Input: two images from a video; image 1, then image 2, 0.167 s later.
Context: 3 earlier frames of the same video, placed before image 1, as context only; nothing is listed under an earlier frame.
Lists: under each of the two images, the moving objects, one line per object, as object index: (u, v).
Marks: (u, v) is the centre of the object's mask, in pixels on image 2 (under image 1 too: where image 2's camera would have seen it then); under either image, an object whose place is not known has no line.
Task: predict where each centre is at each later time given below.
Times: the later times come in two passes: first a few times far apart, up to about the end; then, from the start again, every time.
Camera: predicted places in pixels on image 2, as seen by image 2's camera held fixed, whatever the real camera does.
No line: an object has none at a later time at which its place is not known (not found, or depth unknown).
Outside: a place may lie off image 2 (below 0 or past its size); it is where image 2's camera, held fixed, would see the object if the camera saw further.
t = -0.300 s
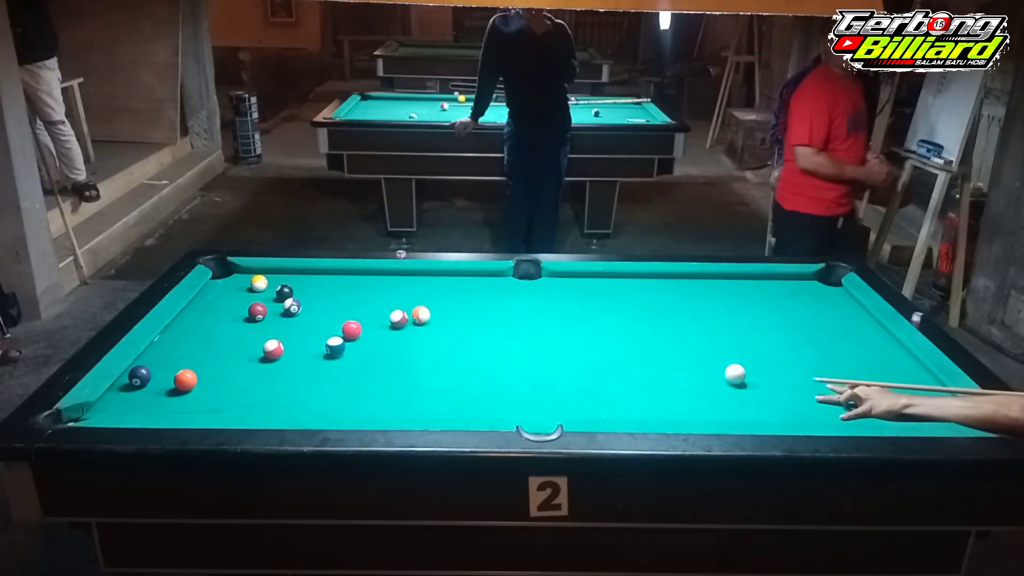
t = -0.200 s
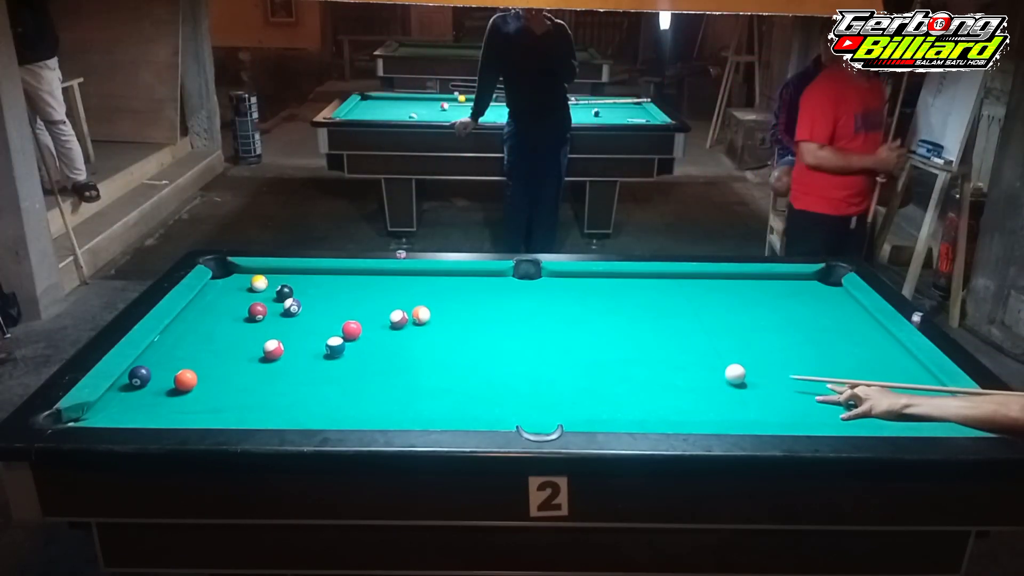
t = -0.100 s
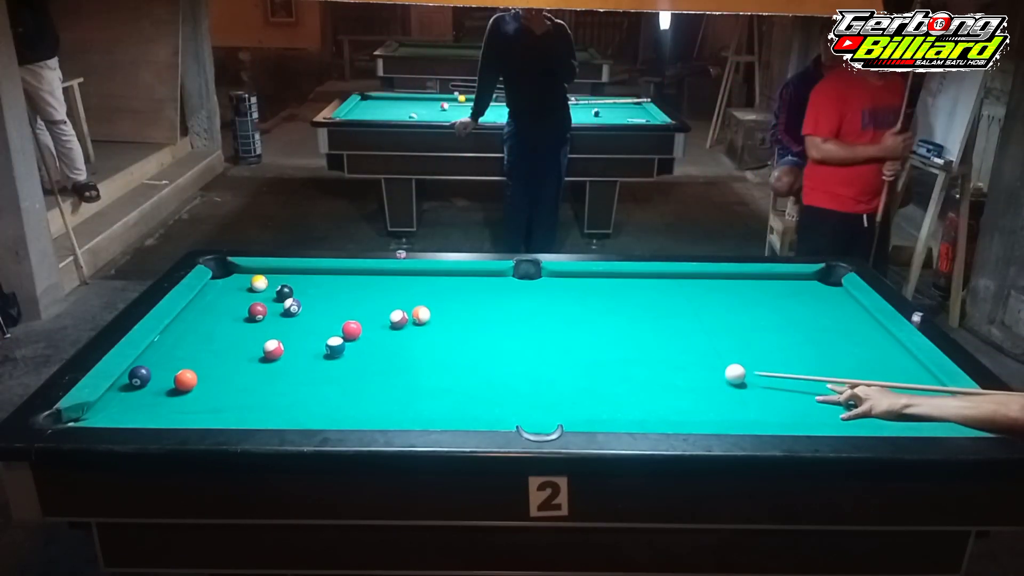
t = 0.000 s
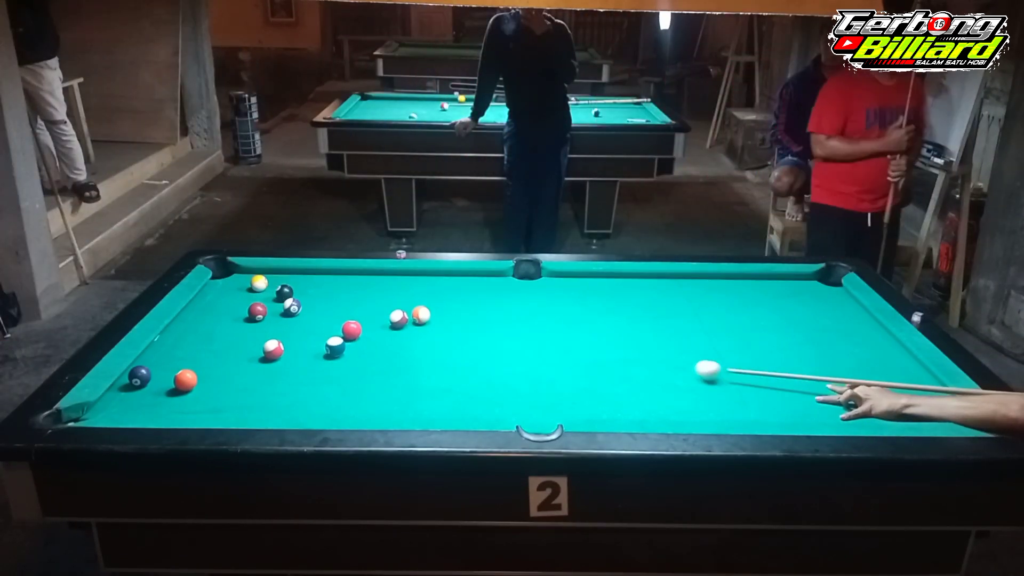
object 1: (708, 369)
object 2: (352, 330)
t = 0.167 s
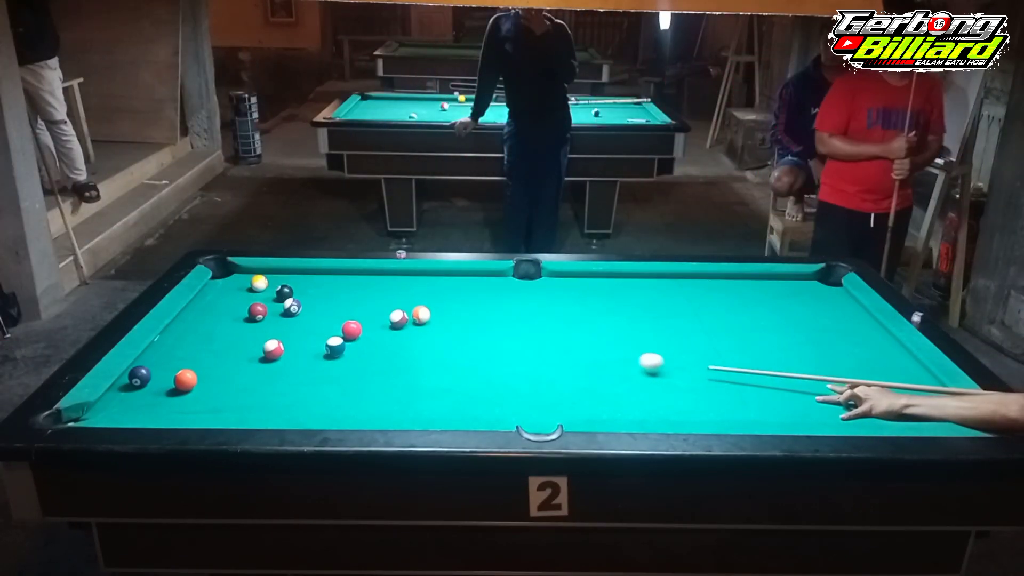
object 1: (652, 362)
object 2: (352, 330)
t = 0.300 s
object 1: (609, 356)
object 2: (352, 330)
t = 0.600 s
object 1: (521, 345)
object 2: (352, 330)
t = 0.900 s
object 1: (440, 335)
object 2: (352, 330)
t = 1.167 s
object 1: (373, 326)
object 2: (352, 330)
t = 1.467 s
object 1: (345, 312)
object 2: (319, 335)
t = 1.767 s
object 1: (322, 299)
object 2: (288, 339)
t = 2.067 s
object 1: (302, 288)
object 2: (267, 338)
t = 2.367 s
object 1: (285, 278)
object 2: (252, 340)
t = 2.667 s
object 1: (269, 272)
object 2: (241, 339)
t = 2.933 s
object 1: (253, 273)
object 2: (233, 339)
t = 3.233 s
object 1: (241, 279)
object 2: (229, 340)
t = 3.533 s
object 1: (230, 282)
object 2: (228, 340)
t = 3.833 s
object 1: (223, 284)
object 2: (228, 340)
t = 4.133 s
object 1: (219, 285)
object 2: (228, 340)
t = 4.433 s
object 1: (218, 285)
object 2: (228, 340)
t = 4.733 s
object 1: (217, 286)
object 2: (228, 340)
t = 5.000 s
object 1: (218, 286)
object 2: (228, 340)
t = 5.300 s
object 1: (217, 286)
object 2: (228, 340)
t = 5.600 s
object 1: (217, 286)
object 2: (228, 340)
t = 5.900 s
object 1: (217, 286)
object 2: (228, 340)
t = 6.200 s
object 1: (217, 286)
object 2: (228, 340)
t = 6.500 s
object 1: (217, 286)
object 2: (229, 340)
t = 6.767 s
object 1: (217, 285)
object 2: (229, 339)
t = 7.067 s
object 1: (218, 286)
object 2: (228, 340)
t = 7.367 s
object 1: (218, 286)
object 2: (228, 340)
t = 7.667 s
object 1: (217, 286)
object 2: (228, 340)
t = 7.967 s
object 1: (217, 286)
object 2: (228, 340)
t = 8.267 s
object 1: (217, 286)
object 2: (229, 340)
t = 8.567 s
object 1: (218, 286)
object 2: (228, 340)
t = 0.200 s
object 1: (641, 361)
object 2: (352, 330)
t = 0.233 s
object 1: (630, 359)
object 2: (352, 330)
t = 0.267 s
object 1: (619, 358)
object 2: (352, 330)
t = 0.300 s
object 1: (609, 356)
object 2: (352, 330)
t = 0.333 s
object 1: (599, 355)
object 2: (352, 330)
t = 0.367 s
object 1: (588, 354)
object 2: (352, 330)
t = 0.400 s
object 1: (578, 352)
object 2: (352, 330)
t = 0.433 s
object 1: (568, 351)
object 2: (352, 330)
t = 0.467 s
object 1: (559, 350)
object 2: (352, 330)
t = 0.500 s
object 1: (549, 349)
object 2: (352, 330)
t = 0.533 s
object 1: (540, 348)
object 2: (352, 330)
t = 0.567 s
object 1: (530, 346)
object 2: (352, 330)
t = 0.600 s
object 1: (521, 345)
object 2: (352, 330)
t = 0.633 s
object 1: (511, 344)
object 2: (352, 330)
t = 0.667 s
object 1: (502, 343)
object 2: (352, 330)
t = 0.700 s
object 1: (493, 341)
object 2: (352, 330)
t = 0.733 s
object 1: (484, 340)
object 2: (352, 330)
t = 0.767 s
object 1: (475, 339)
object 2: (352, 330)
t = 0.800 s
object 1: (466, 338)
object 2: (352, 330)
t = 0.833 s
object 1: (457, 337)
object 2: (352, 330)
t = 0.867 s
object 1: (449, 336)
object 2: (352, 330)
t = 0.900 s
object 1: (440, 335)
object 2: (352, 330)
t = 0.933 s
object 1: (432, 334)
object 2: (352, 330)
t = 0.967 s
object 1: (423, 333)
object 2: (352, 330)
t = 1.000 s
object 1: (414, 331)
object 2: (352, 330)
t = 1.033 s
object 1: (406, 330)
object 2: (352, 330)
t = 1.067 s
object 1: (398, 329)
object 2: (352, 330)
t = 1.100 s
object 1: (389, 328)
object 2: (352, 330)
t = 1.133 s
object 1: (381, 327)
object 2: (352, 330)
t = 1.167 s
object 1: (373, 326)
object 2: (352, 330)
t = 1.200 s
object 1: (368, 325)
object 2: (350, 330)
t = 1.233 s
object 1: (365, 324)
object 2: (346, 330)
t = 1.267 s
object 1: (362, 322)
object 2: (342, 330)
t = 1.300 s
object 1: (359, 320)
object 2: (338, 330)
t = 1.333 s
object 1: (357, 318)
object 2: (334, 330)
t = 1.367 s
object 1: (354, 317)
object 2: (330, 331)
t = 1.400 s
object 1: (351, 315)
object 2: (325, 333)
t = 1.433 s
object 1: (348, 314)
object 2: (322, 334)
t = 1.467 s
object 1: (345, 312)
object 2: (319, 335)
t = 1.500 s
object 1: (342, 311)
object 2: (315, 336)
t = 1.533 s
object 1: (340, 309)
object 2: (312, 336)
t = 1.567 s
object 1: (337, 308)
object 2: (308, 337)
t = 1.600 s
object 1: (334, 306)
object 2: (304, 337)
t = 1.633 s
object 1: (332, 305)
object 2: (301, 338)
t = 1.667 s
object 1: (329, 303)
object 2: (297, 339)
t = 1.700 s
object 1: (327, 302)
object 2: (294, 339)
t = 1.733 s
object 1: (324, 301)
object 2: (291, 340)
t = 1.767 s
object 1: (322, 299)
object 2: (288, 339)
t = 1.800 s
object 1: (320, 298)
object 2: (286, 339)
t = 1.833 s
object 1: (317, 296)
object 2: (283, 339)
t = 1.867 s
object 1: (315, 295)
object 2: (281, 338)
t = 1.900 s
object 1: (313, 294)
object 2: (279, 338)
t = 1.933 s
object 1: (311, 293)
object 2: (276, 338)
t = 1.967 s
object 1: (309, 291)
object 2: (274, 338)
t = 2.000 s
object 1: (306, 290)
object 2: (272, 338)
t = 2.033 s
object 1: (305, 289)
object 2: (269, 338)
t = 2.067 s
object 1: (302, 288)
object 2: (267, 338)
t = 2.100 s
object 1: (300, 286)
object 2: (265, 338)
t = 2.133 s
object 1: (298, 285)
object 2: (263, 338)
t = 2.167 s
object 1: (297, 284)
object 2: (261, 338)
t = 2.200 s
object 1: (295, 282)
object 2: (260, 339)
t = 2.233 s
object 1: (293, 281)
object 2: (258, 339)
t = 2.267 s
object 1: (291, 280)
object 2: (256, 339)
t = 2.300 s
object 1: (289, 279)
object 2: (255, 339)
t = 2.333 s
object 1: (287, 278)
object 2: (253, 339)
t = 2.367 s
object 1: (285, 278)
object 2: (252, 340)
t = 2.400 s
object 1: (283, 277)
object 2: (251, 339)
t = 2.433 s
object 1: (281, 276)
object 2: (249, 340)
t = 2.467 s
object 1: (280, 275)
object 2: (248, 340)
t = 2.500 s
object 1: (278, 274)
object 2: (247, 340)
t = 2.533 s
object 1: (276, 273)
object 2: (245, 339)
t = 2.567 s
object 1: (274, 272)
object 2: (244, 340)
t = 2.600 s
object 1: (273, 271)
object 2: (243, 340)
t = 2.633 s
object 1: (271, 271)
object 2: (242, 339)
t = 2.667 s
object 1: (269, 272)
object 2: (241, 339)
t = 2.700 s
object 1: (268, 271)
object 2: (240, 340)
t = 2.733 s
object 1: (266, 272)
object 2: (239, 339)
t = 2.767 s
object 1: (264, 272)
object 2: (238, 339)
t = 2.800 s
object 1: (262, 272)
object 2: (237, 339)
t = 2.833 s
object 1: (260, 272)
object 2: (236, 340)
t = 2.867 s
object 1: (258, 272)
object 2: (235, 340)
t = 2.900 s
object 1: (256, 272)
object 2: (234, 339)
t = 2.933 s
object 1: (253, 273)
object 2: (233, 339)
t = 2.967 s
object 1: (251, 274)
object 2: (233, 340)
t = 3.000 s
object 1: (250, 275)
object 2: (232, 340)
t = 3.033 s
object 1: (248, 276)
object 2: (231, 340)
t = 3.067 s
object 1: (247, 277)
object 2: (231, 340)
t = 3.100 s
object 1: (246, 277)
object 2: (230, 340)
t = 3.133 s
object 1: (245, 278)
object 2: (230, 340)
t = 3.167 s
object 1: (244, 278)
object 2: (230, 340)
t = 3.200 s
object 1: (243, 279)
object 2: (230, 340)
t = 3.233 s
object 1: (241, 279)
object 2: (229, 340)
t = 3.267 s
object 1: (240, 280)
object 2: (229, 340)
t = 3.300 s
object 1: (239, 280)
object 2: (229, 340)
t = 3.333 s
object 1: (237, 280)
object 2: (229, 340)
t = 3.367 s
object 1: (236, 281)
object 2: (228, 340)
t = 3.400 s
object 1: (235, 281)
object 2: (228, 340)
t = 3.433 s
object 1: (234, 281)
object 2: (228, 340)
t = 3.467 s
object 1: (233, 282)
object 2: (228, 340)
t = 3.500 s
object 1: (231, 282)
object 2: (228, 340)
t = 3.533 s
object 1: (230, 282)
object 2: (228, 340)
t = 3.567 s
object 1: (229, 282)
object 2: (228, 340)
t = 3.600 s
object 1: (228, 282)
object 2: (228, 340)
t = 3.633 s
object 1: (228, 283)
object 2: (228, 340)
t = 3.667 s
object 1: (226, 283)
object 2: (228, 340)
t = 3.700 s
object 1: (226, 283)
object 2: (228, 340)
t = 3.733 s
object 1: (225, 283)
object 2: (228, 340)
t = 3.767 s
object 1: (224, 283)
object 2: (228, 340)
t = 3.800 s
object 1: (223, 284)
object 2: (228, 340)
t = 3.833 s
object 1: (223, 284)
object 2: (228, 340)
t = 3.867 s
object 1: (222, 284)
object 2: (228, 340)
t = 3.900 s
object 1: (222, 284)
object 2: (228, 340)
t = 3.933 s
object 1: (221, 284)
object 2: (228, 340)
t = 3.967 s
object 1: (220, 284)
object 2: (228, 340)
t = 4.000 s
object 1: (220, 284)
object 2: (228, 340)
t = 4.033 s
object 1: (220, 284)
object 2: (228, 340)
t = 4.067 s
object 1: (219, 285)
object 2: (228, 340)
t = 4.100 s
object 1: (219, 285)
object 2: (228, 340)
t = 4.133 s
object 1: (219, 285)
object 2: (228, 340)
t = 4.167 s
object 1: (219, 285)
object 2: (228, 340)
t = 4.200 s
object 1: (218, 285)
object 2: (228, 340)
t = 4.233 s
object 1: (218, 285)
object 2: (228, 340)
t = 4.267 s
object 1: (218, 285)
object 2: (228, 340)
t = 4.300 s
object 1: (218, 285)
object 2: (228, 340)
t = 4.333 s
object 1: (218, 285)
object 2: (228, 340)
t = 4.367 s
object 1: (218, 286)
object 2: (228, 340)
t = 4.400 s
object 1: (218, 285)
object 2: (228, 340)
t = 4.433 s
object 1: (218, 285)
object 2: (228, 340)
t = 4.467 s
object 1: (218, 285)
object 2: (228, 340)
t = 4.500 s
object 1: (218, 285)
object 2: (228, 340)
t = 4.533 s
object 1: (218, 286)
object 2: (228, 340)
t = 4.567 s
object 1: (218, 286)
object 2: (228, 340)
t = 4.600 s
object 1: (218, 286)
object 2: (228, 340)
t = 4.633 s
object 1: (218, 286)
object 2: (228, 340)
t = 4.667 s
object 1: (217, 286)
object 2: (228, 340)
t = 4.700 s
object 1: (217, 286)
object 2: (228, 340)
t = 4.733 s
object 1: (217, 286)
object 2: (228, 340)
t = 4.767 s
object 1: (217, 286)
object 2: (228, 340)
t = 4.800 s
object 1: (217, 286)
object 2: (228, 340)
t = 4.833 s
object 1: (217, 286)
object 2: (228, 340)
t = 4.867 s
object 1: (217, 286)
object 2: (228, 340)
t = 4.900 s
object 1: (217, 286)
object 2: (228, 340)
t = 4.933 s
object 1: (217, 286)
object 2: (228, 340)
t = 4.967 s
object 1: (217, 286)
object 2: (228, 340)
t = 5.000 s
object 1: (218, 286)
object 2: (228, 340)
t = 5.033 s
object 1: (217, 286)
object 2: (228, 340)
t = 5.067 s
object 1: (217, 286)
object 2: (228, 340)
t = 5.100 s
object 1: (217, 286)
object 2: (228, 340)
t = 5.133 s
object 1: (217, 286)
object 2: (228, 340)
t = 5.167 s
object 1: (217, 286)
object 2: (228, 340)
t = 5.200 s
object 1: (217, 286)
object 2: (228, 340)
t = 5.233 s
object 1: (217, 286)
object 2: (228, 340)
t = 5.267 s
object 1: (217, 286)
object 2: (228, 340)
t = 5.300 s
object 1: (217, 286)
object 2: (228, 340)
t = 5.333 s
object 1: (217, 286)
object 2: (228, 340)
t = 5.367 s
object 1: (217, 286)
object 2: (228, 340)
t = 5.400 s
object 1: (217, 286)
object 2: (228, 340)
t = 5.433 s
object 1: (217, 286)
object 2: (228, 340)
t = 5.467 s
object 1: (217, 286)
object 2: (228, 340)
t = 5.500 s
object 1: (217, 286)
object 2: (228, 340)
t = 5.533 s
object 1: (217, 286)
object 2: (228, 340)
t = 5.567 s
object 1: (217, 286)
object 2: (228, 340)
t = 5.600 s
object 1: (217, 286)
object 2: (228, 340)
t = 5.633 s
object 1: (217, 286)
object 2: (228, 340)
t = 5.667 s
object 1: (217, 286)
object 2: (228, 340)
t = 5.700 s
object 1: (217, 286)
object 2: (228, 340)
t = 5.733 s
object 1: (217, 286)
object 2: (228, 340)
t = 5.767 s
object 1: (217, 286)
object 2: (228, 340)
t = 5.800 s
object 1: (217, 286)
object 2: (228, 340)
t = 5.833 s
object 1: (217, 286)
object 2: (228, 340)
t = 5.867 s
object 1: (217, 286)
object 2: (228, 340)
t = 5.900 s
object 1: (217, 286)
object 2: (228, 340)
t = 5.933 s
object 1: (217, 286)
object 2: (228, 340)
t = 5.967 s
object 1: (217, 286)
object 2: (228, 340)
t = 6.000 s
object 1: (217, 286)
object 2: (228, 340)
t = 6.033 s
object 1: (217, 286)
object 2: (228, 340)
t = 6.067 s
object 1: (217, 286)
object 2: (228, 340)
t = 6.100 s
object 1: (217, 286)
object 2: (228, 340)
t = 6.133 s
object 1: (217, 286)
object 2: (228, 340)
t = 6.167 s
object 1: (217, 286)
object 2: (228, 340)
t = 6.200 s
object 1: (217, 286)
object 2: (228, 340)
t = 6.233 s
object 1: (217, 286)
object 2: (228, 340)
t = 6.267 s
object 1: (217, 285)
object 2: (228, 340)
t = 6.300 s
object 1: (217, 285)
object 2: (228, 340)
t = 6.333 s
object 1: (217, 285)
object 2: (228, 340)
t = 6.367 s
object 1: (217, 286)
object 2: (229, 340)
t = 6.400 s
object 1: (217, 286)
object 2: (229, 340)
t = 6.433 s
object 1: (217, 286)
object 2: (229, 340)
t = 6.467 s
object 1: (217, 286)
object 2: (229, 340)
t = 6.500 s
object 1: (217, 286)
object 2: (229, 340)
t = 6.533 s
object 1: (217, 286)
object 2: (229, 340)
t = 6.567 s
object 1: (217, 286)
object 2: (229, 340)
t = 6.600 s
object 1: (217, 286)
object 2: (229, 340)
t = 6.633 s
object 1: (217, 285)
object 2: (228, 340)
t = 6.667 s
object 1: (216, 285)
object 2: (228, 339)
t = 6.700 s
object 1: (216, 285)
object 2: (228, 339)
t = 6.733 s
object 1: (216, 285)
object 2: (228, 339)
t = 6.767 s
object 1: (217, 285)
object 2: (229, 339)
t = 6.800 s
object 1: (217, 286)
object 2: (229, 340)
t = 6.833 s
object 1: (217, 286)
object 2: (229, 340)
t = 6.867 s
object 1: (217, 286)
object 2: (229, 340)
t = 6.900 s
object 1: (218, 286)
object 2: (229, 340)
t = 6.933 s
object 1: (218, 286)
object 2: (229, 340)
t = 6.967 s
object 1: (217, 286)
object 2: (228, 340)
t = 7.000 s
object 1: (218, 286)
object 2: (228, 340)
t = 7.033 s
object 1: (218, 286)
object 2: (228, 340)
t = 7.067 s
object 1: (218, 286)
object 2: (228, 340)
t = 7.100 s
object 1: (217, 286)
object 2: (228, 340)
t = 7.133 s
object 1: (217, 286)
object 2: (228, 340)
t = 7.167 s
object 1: (217, 286)
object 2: (228, 340)
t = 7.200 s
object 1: (217, 286)
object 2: (228, 340)
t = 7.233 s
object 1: (218, 286)
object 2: (228, 340)
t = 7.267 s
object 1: (217, 286)
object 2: (228, 340)
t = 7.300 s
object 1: (217, 286)
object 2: (228, 340)
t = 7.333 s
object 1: (218, 286)
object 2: (228, 340)
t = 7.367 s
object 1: (218, 286)
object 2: (228, 340)
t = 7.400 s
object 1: (218, 286)
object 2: (228, 340)
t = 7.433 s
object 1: (217, 286)
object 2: (228, 340)
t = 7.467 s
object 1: (217, 286)
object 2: (228, 340)
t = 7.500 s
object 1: (217, 286)
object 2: (228, 340)
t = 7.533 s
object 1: (218, 286)
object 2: (228, 340)
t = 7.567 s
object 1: (218, 286)
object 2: (228, 340)
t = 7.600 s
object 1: (217, 286)
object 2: (228, 340)
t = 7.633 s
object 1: (218, 286)
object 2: (228, 340)
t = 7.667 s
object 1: (217, 286)
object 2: (228, 340)
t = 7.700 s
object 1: (217, 286)
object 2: (228, 340)
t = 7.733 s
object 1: (217, 286)
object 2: (228, 340)
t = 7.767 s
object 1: (217, 286)
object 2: (228, 340)
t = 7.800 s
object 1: (218, 286)
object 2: (228, 340)
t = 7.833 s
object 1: (217, 286)
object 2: (228, 340)
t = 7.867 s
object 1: (217, 286)
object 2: (228, 340)
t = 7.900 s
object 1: (217, 286)
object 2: (228, 340)
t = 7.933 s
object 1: (218, 286)
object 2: (228, 340)
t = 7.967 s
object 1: (217, 286)
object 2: (228, 340)
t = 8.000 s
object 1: (218, 286)
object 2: (229, 340)
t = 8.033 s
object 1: (217, 286)
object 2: (228, 340)
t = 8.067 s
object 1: (217, 286)
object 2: (228, 340)
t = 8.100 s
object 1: (217, 286)
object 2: (229, 340)
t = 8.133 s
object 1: (217, 286)
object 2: (228, 340)
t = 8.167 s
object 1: (218, 286)
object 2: (228, 340)
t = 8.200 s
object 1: (217, 286)
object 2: (229, 340)
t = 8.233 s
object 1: (217, 286)
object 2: (228, 340)
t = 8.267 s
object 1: (217, 286)
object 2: (229, 340)
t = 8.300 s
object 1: (217, 286)
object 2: (228, 340)
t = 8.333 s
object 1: (217, 286)
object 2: (228, 340)
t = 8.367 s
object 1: (218, 286)
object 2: (228, 340)
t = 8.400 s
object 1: (217, 286)
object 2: (228, 340)
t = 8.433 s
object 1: (218, 286)
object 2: (228, 340)
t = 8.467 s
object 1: (218, 286)
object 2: (228, 340)
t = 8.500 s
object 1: (217, 286)
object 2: (228, 340)
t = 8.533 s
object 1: (217, 286)
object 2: (228, 340)
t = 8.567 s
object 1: (218, 286)
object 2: (228, 340)
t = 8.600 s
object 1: (218, 286)
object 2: (228, 340)
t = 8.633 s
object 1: (218, 286)
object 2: (228, 340)
